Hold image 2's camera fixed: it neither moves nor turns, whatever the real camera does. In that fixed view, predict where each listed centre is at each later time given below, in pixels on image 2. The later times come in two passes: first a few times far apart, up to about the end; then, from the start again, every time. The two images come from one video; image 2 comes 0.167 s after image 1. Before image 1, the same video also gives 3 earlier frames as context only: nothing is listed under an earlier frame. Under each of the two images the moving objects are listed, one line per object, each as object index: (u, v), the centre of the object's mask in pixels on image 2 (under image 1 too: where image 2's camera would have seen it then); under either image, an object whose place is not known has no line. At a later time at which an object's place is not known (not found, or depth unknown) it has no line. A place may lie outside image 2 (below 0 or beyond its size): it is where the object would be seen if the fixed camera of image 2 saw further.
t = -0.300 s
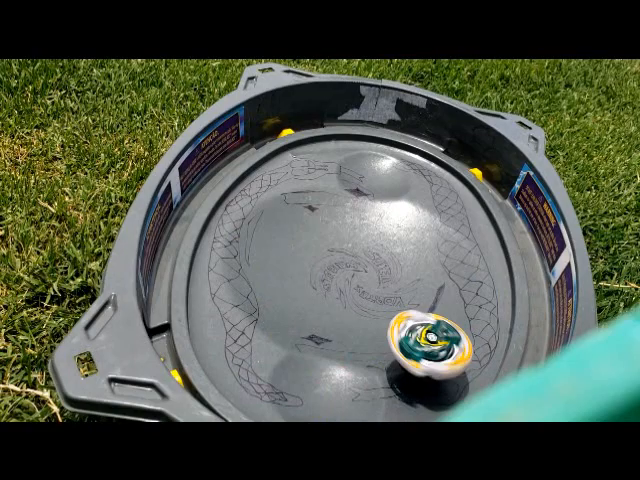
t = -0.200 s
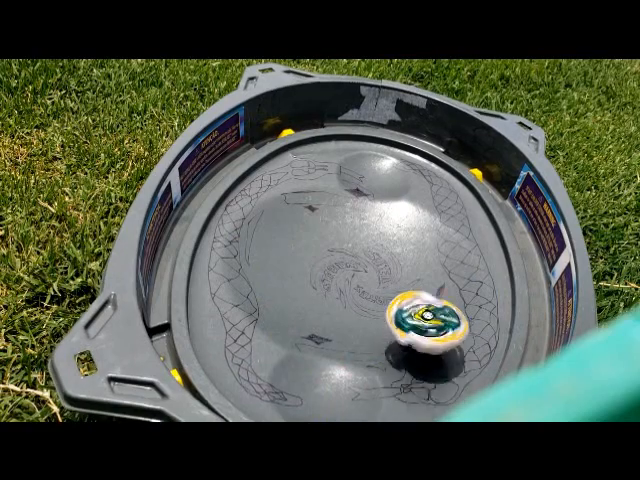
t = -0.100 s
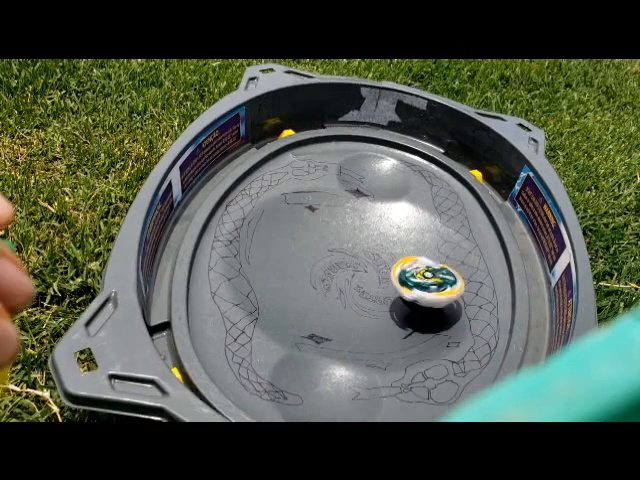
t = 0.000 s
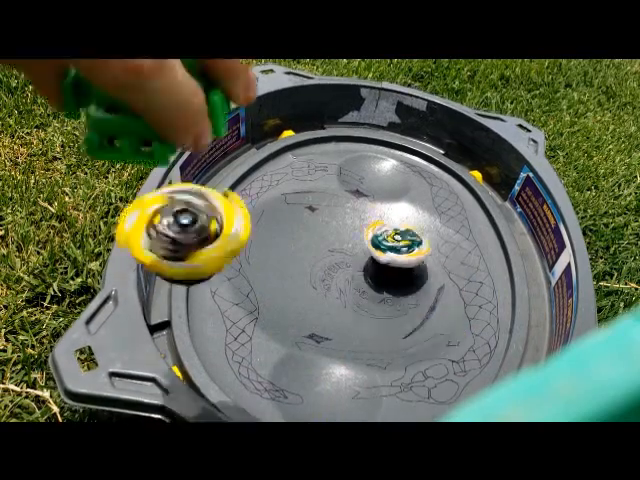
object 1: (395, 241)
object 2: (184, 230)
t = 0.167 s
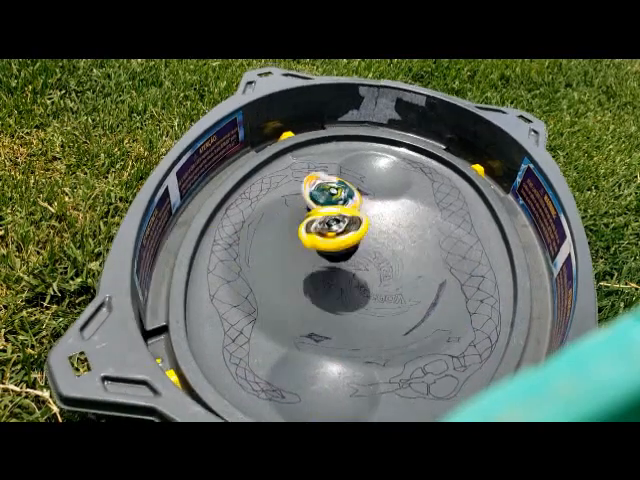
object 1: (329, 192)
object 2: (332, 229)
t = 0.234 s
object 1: (328, 173)
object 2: (369, 223)
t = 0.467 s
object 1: (319, 138)
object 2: (383, 284)
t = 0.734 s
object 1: (349, 136)
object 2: (425, 273)
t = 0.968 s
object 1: (416, 166)
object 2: (276, 257)
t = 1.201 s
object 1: (446, 184)
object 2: (231, 342)
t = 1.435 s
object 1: (384, 225)
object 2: (262, 371)
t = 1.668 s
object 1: (327, 296)
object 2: (264, 373)
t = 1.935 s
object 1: (350, 376)
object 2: (192, 323)
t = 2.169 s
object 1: (320, 377)
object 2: (216, 276)
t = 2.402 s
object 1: (335, 370)
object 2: (213, 245)
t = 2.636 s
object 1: (297, 370)
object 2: (244, 253)
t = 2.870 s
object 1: (346, 340)
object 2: (419, 286)
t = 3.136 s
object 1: (403, 278)
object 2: (349, 171)
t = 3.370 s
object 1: (370, 209)
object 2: (298, 285)
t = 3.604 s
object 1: (302, 225)
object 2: (494, 283)
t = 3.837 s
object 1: (337, 299)
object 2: (452, 239)
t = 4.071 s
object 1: (428, 294)
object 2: (291, 239)
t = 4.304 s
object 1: (390, 247)
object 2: (312, 366)
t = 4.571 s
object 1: (283, 234)
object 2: (341, 313)
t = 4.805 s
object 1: (271, 268)
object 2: (337, 264)
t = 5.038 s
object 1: (327, 293)
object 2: (321, 229)
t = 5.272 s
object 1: (415, 292)
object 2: (317, 226)
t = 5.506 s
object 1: (487, 304)
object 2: (316, 234)
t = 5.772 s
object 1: (450, 367)
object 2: (396, 260)
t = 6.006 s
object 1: (340, 385)
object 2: (409, 248)
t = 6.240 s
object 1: (291, 346)
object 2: (359, 281)
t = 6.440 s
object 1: (286, 290)
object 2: (361, 313)
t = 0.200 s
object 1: (330, 180)
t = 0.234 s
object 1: (328, 173)
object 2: (369, 223)
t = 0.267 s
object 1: (320, 164)
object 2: (382, 236)
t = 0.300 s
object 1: (315, 159)
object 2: (393, 258)
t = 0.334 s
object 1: (313, 156)
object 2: (391, 257)
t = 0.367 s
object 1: (314, 148)
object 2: (388, 263)
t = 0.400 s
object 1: (317, 147)
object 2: (387, 270)
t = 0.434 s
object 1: (318, 144)
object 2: (384, 277)
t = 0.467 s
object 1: (319, 138)
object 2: (383, 284)
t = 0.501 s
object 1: (322, 136)
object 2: (386, 291)
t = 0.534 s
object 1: (326, 137)
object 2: (395, 298)
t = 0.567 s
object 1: (329, 132)
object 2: (403, 302)
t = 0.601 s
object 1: (333, 133)
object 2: (414, 302)
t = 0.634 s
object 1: (338, 136)
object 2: (424, 297)
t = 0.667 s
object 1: (341, 135)
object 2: (432, 290)
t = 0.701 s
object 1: (344, 133)
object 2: (433, 281)
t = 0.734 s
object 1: (349, 136)
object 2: (425, 273)
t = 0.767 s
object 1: (353, 142)
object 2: (410, 266)
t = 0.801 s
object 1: (357, 151)
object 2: (389, 260)
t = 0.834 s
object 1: (367, 163)
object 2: (365, 256)
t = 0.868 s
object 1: (383, 170)
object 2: (341, 253)
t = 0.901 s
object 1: (399, 174)
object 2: (318, 253)
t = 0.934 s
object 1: (409, 170)
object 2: (295, 254)
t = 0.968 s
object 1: (416, 166)
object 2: (276, 257)
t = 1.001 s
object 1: (423, 165)
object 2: (262, 263)
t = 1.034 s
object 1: (428, 168)
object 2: (253, 272)
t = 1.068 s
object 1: (432, 172)
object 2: (247, 286)
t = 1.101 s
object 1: (437, 175)
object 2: (238, 305)
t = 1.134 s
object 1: (440, 177)
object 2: (222, 321)
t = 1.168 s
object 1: (443, 179)
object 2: (224, 327)
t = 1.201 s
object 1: (446, 184)
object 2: (231, 342)
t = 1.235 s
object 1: (449, 189)
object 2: (247, 349)
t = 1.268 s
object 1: (449, 195)
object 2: (260, 356)
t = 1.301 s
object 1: (443, 203)
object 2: (268, 362)
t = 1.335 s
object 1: (431, 209)
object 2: (271, 366)
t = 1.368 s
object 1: (415, 216)
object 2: (268, 367)
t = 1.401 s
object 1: (398, 222)
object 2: (264, 368)
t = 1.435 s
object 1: (384, 225)
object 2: (262, 371)
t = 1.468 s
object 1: (368, 237)
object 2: (262, 372)
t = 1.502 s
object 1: (355, 249)
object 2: (262, 371)
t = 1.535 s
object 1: (345, 260)
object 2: (262, 374)
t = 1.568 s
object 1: (337, 271)
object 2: (264, 376)
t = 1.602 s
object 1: (332, 281)
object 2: (266, 375)
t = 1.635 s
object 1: (328, 287)
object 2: (265, 375)
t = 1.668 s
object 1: (327, 296)
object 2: (264, 373)
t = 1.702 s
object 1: (330, 304)
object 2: (261, 369)
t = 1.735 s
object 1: (337, 311)
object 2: (257, 368)
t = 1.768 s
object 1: (341, 321)
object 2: (257, 367)
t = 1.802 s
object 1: (342, 331)
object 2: (256, 363)
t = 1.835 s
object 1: (336, 345)
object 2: (253, 361)
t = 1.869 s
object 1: (347, 361)
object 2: (219, 344)
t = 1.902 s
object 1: (350, 371)
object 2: (194, 335)
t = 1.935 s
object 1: (350, 376)
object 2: (192, 323)
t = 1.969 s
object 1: (350, 379)
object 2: (201, 312)
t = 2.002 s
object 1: (349, 377)
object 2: (212, 306)
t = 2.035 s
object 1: (346, 371)
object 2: (218, 304)
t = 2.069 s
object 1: (338, 369)
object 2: (220, 296)
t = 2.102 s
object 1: (330, 369)
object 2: (217, 288)
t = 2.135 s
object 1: (325, 375)
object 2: (217, 282)
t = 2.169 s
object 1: (320, 377)
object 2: (216, 276)
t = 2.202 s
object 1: (316, 376)
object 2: (213, 270)
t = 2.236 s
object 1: (315, 379)
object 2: (212, 264)
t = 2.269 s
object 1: (319, 387)
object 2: (209, 258)
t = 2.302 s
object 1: (327, 385)
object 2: (209, 254)
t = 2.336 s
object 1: (333, 382)
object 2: (211, 250)
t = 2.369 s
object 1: (335, 377)
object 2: (212, 248)
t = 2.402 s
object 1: (335, 370)
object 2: (213, 245)
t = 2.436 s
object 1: (331, 363)
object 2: (213, 244)
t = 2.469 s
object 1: (321, 352)
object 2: (216, 242)
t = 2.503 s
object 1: (310, 348)
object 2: (218, 239)
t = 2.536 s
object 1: (302, 350)
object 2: (222, 238)
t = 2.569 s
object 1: (295, 353)
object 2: (226, 238)
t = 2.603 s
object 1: (292, 361)
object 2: (234, 244)
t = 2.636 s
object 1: (297, 370)
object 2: (244, 253)
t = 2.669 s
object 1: (306, 376)
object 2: (259, 268)
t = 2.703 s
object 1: (318, 381)
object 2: (282, 285)
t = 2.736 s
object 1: (332, 380)
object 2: (312, 300)
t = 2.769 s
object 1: (342, 373)
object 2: (344, 305)
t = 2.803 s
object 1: (348, 363)
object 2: (374, 306)
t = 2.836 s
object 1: (350, 352)
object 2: (400, 298)
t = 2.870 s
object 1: (346, 340)
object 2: (419, 286)
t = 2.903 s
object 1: (344, 331)
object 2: (432, 267)
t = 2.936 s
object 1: (346, 324)
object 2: (437, 248)
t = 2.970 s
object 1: (353, 319)
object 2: (433, 226)
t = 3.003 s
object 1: (367, 313)
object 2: (423, 207)
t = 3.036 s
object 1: (380, 304)
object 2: (405, 191)
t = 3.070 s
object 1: (390, 296)
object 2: (384, 181)
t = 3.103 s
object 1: (398, 288)
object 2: (364, 174)
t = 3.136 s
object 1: (403, 278)
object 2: (349, 171)
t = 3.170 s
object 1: (407, 267)
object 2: (331, 176)
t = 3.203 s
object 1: (405, 255)
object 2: (312, 185)
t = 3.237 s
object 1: (402, 246)
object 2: (294, 201)
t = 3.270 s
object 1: (397, 231)
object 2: (281, 219)
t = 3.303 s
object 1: (392, 224)
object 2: (278, 240)
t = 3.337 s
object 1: (382, 216)
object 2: (281, 263)
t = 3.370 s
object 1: (370, 209)
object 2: (298, 285)
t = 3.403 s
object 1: (360, 205)
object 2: (325, 304)
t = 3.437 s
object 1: (348, 203)
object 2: (358, 317)
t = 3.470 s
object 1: (339, 203)
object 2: (394, 321)
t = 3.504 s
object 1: (326, 204)
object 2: (429, 319)
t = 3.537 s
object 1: (316, 209)
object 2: (460, 307)
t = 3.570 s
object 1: (308, 215)
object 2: (482, 294)
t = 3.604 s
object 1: (302, 225)
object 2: (494, 283)
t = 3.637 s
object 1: (299, 233)
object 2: (503, 275)
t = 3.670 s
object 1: (297, 245)
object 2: (502, 267)
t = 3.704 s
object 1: (300, 257)
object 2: (497, 261)
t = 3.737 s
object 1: (305, 267)
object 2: (493, 259)
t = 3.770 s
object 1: (315, 279)
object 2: (486, 253)
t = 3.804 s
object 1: (324, 289)
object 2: (469, 245)
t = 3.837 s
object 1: (337, 299)
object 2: (452, 239)
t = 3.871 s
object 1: (351, 303)
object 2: (427, 231)
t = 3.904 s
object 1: (369, 310)
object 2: (403, 224)
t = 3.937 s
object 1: (382, 309)
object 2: (379, 221)
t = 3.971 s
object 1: (399, 313)
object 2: (353, 220)
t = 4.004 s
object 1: (411, 310)
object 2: (329, 225)
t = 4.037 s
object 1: (424, 305)
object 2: (304, 231)
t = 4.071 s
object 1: (428, 294)
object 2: (291, 239)
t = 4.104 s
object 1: (434, 292)
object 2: (279, 252)
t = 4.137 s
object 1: (432, 280)
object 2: (270, 263)
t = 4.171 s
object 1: (431, 275)
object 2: (271, 278)
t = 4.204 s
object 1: (421, 265)
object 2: (279, 295)
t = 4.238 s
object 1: (413, 260)
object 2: (288, 314)
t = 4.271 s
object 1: (401, 251)
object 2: (302, 338)
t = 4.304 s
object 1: (390, 247)
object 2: (312, 366)
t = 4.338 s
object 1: (374, 240)
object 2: (324, 385)
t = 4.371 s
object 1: (359, 236)
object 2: (338, 391)
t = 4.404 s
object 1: (345, 234)
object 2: (359, 387)
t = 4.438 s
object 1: (330, 230)
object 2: (371, 377)
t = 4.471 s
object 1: (316, 230)
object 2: (373, 358)
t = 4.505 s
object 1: (303, 229)
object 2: (361, 340)
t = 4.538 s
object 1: (295, 233)
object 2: (347, 324)
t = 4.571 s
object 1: (283, 234)
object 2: (341, 313)
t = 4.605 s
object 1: (277, 243)
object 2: (335, 301)
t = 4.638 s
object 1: (272, 246)
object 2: (336, 290)
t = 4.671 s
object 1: (270, 250)
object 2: (339, 283)
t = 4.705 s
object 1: (265, 253)
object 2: (341, 278)
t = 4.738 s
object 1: (265, 258)
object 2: (342, 272)
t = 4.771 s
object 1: (270, 265)
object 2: (342, 268)
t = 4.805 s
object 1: (271, 268)
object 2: (337, 264)
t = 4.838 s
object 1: (279, 277)
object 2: (332, 258)
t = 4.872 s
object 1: (282, 277)
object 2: (331, 252)
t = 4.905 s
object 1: (287, 282)
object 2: (332, 246)
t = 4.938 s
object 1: (296, 291)
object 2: (331, 241)
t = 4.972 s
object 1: (305, 290)
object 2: (329, 236)
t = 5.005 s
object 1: (317, 296)
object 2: (325, 232)
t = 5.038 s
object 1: (327, 293)
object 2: (321, 229)
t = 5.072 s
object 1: (339, 293)
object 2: (319, 229)
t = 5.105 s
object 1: (351, 292)
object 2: (318, 231)
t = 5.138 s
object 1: (359, 288)
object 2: (319, 234)
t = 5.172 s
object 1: (367, 282)
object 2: (319, 238)
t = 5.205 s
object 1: (377, 277)
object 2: (321, 242)
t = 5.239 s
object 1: (395, 283)
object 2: (319, 233)
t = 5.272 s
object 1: (415, 292)
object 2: (317, 226)
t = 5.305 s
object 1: (432, 289)
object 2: (314, 221)
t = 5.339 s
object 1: (446, 291)
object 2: (310, 218)
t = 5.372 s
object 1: (461, 289)
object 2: (307, 218)
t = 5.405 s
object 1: (468, 289)
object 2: (306, 219)
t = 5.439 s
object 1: (478, 291)
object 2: (307, 223)
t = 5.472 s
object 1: (482, 294)
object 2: (310, 228)
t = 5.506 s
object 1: (487, 304)
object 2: (316, 234)
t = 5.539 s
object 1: (486, 312)
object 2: (323, 240)
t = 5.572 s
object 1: (487, 321)
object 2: (333, 245)
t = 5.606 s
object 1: (485, 329)
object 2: (342, 250)
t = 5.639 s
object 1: (481, 338)
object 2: (353, 253)
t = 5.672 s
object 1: (478, 345)
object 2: (364, 257)
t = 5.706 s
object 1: (470, 353)
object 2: (375, 259)
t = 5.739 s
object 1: (463, 360)
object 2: (386, 260)
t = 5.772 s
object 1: (450, 367)
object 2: (396, 260)
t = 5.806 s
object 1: (438, 374)
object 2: (406, 258)
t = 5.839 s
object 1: (423, 379)
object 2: (412, 255)
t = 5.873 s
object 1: (409, 383)
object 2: (416, 252)
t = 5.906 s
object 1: (392, 386)
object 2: (417, 250)
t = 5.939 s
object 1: (375, 388)
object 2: (416, 249)
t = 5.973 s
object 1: (357, 388)
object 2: (414, 248)
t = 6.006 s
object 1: (340, 385)
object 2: (409, 248)
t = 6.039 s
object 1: (332, 379)
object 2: (402, 250)
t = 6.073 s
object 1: (323, 372)
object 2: (393, 253)
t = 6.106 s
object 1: (317, 367)
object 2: (384, 259)
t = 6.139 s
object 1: (307, 361)
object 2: (378, 264)
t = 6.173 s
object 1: (302, 355)
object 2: (372, 269)
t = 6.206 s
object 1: (294, 351)
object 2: (365, 275)
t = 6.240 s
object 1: (291, 346)
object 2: (359, 281)
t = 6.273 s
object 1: (283, 334)
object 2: (355, 288)
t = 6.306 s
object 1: (282, 325)
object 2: (352, 294)
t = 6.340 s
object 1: (281, 313)
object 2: (351, 299)
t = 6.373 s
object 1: (280, 302)
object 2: (353, 304)
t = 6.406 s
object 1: (280, 295)
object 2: (357, 310)
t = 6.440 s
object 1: (286, 290)
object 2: (361, 313)
